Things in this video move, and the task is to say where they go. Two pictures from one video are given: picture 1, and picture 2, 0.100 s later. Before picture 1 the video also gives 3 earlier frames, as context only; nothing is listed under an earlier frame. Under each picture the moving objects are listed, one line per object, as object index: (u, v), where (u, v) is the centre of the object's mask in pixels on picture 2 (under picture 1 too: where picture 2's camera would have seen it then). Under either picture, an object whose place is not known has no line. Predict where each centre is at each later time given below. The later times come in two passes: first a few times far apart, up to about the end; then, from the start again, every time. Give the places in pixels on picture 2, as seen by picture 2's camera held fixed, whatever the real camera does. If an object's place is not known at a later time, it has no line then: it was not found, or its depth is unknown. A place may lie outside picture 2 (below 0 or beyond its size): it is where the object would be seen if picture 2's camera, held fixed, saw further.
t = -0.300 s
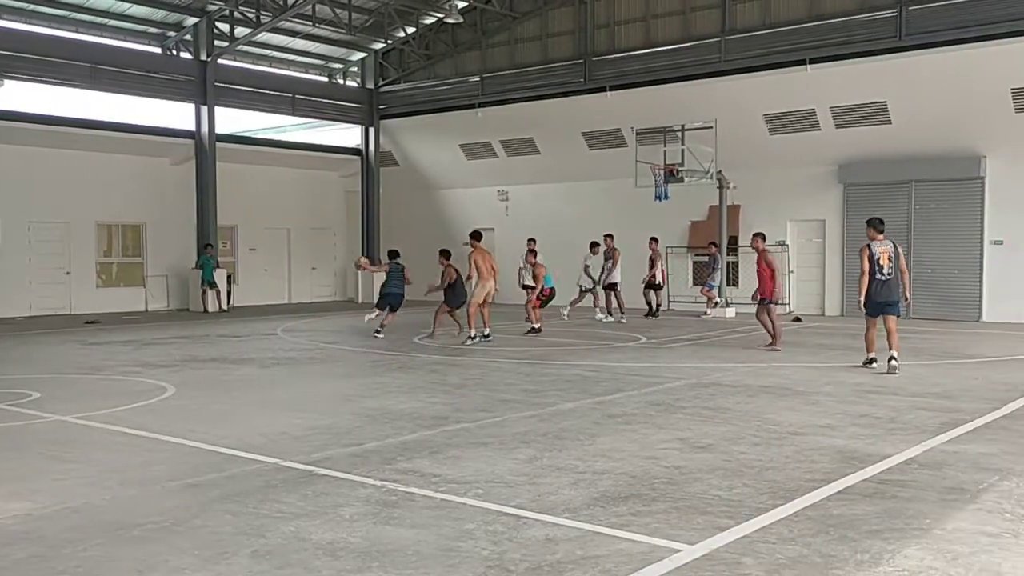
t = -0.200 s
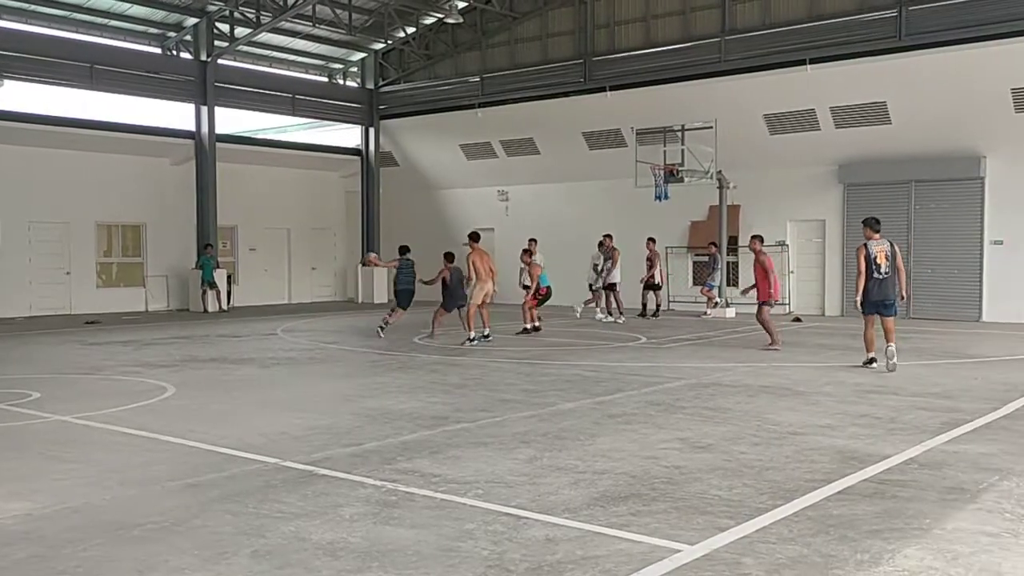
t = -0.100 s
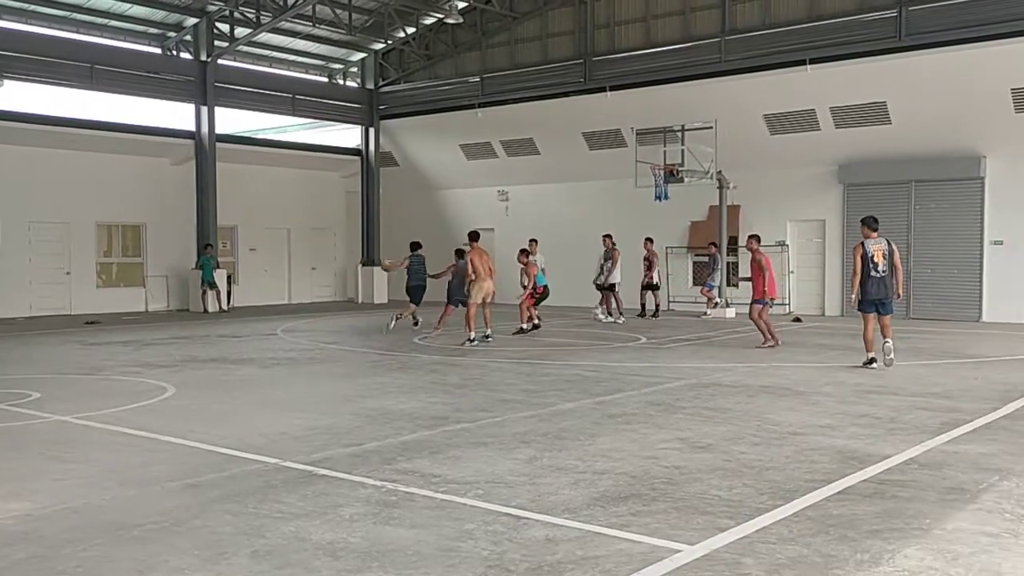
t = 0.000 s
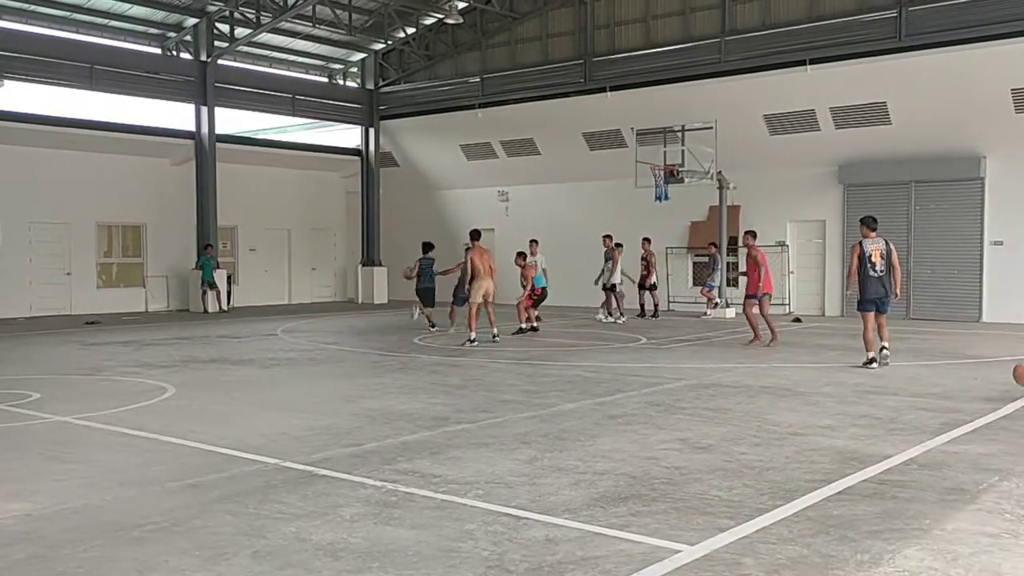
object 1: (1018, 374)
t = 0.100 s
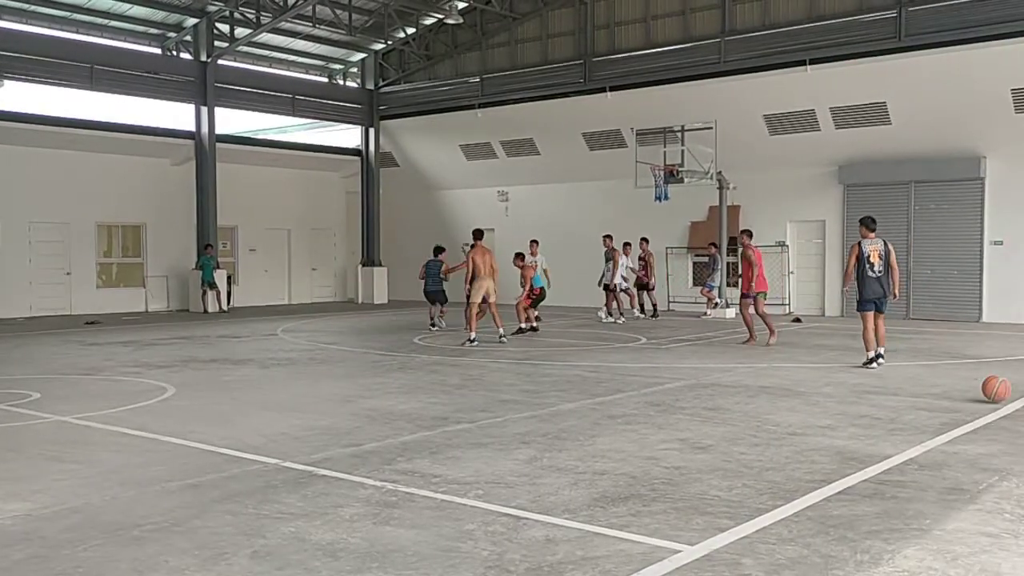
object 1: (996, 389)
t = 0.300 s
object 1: (932, 376)
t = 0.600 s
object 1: (841, 380)
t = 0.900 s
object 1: (754, 383)
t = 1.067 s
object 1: (705, 383)
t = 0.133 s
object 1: (986, 389)
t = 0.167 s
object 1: (975, 384)
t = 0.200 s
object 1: (964, 380)
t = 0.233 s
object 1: (953, 377)
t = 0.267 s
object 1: (943, 376)
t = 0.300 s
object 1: (932, 376)
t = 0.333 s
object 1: (922, 376)
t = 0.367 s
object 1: (911, 379)
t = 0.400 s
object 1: (902, 383)
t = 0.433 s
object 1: (891, 388)
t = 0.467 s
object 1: (882, 389)
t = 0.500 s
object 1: (871, 384)
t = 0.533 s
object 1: (861, 382)
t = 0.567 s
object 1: (850, 381)
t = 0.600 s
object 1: (841, 380)
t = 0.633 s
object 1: (831, 381)
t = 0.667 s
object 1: (821, 383)
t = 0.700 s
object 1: (811, 386)
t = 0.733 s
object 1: (801, 389)
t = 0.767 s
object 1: (790, 386)
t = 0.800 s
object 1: (781, 383)
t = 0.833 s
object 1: (772, 382)
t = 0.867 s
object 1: (762, 383)
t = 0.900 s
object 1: (754, 383)
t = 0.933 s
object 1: (743, 387)
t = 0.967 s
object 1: (733, 388)
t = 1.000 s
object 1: (724, 384)
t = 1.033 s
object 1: (714, 383)
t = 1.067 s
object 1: (705, 383)
